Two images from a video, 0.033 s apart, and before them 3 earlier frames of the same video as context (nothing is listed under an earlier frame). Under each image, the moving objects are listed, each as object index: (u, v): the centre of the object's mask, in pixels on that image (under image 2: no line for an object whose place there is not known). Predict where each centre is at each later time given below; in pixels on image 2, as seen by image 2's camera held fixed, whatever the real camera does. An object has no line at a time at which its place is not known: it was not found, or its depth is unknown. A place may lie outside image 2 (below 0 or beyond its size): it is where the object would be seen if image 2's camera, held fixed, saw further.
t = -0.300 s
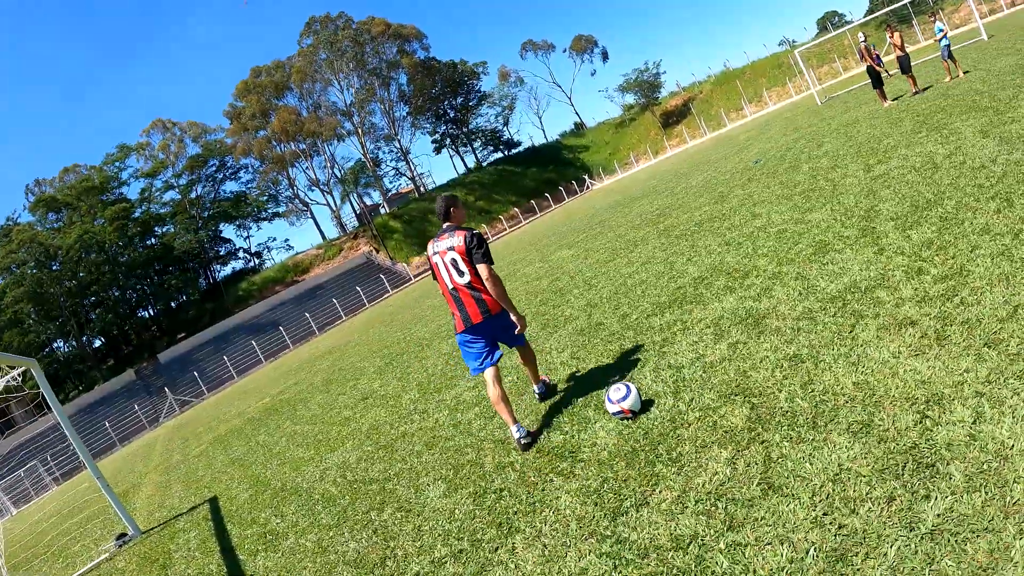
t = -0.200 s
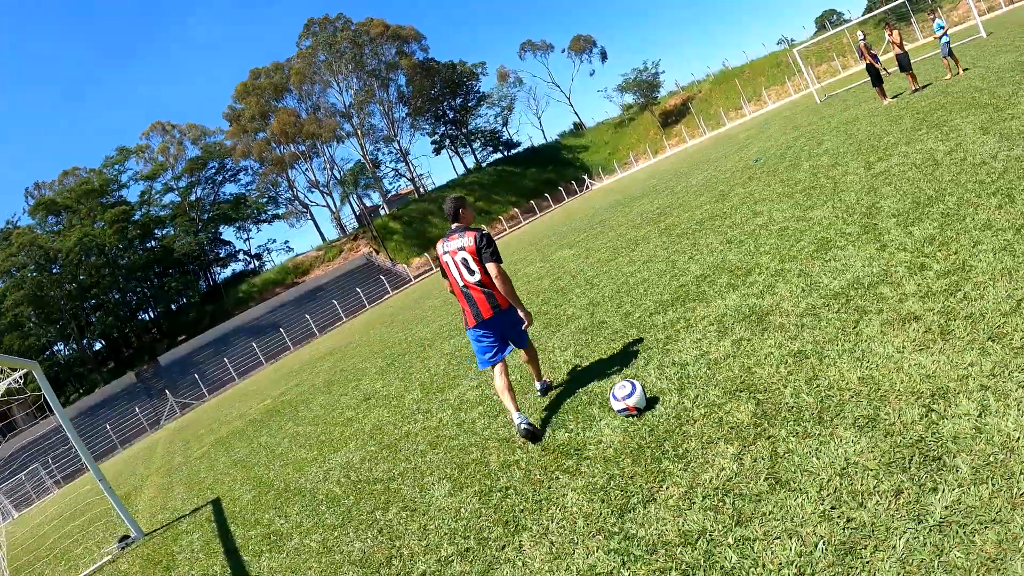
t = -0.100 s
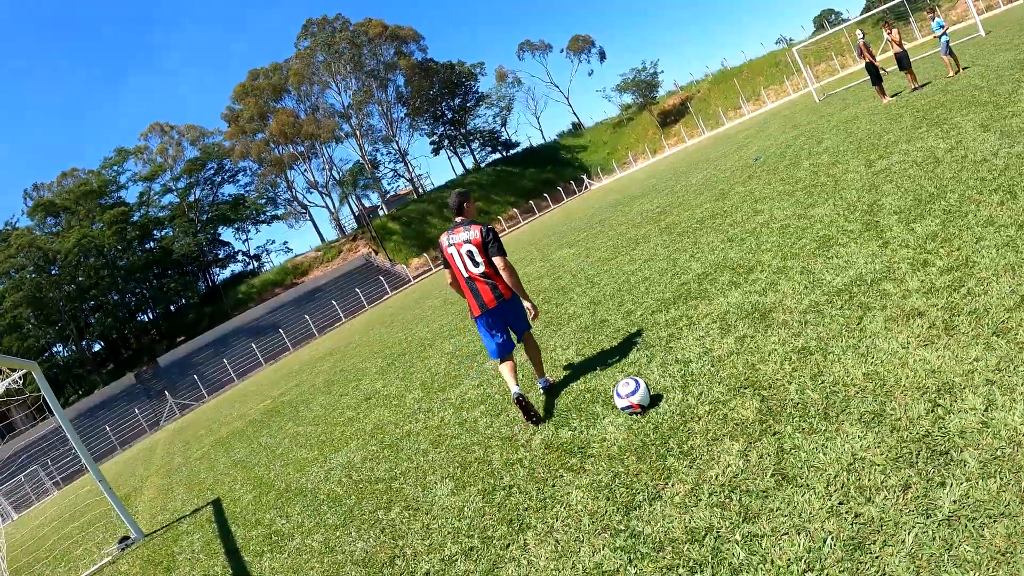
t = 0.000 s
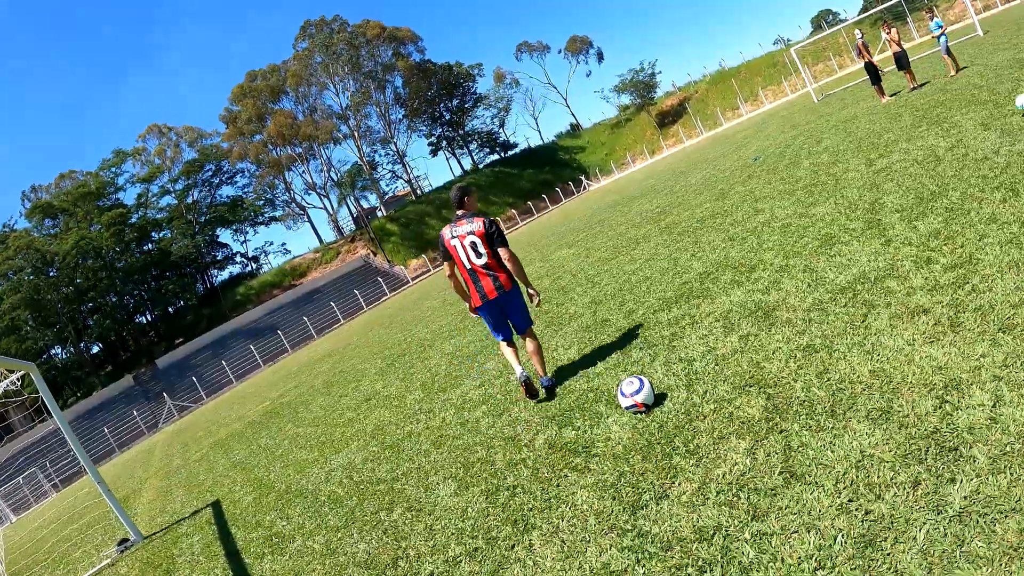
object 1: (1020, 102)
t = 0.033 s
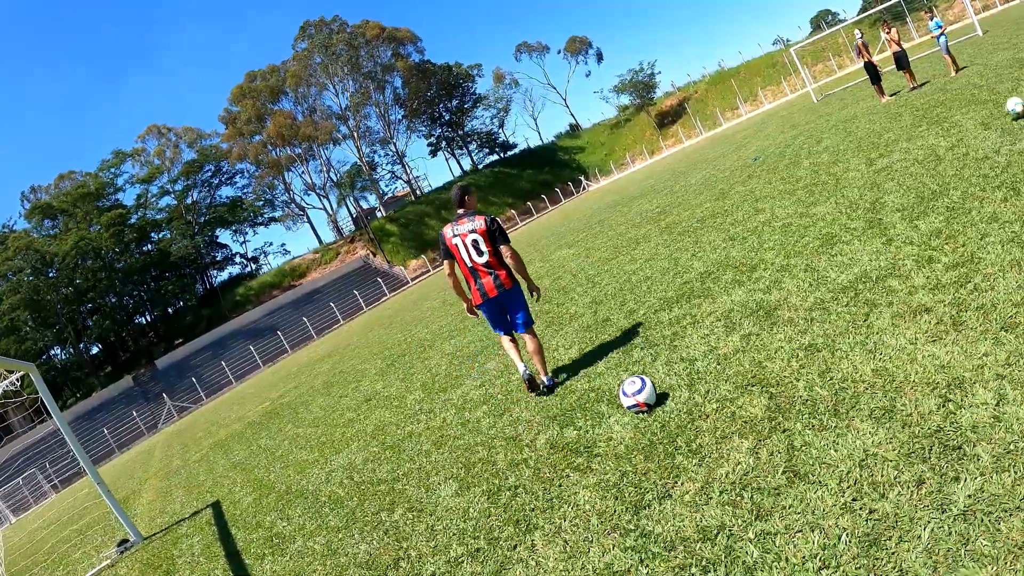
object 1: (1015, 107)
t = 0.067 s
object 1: (1005, 113)
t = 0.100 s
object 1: (996, 119)
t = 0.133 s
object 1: (986, 123)
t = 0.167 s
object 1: (975, 126)
